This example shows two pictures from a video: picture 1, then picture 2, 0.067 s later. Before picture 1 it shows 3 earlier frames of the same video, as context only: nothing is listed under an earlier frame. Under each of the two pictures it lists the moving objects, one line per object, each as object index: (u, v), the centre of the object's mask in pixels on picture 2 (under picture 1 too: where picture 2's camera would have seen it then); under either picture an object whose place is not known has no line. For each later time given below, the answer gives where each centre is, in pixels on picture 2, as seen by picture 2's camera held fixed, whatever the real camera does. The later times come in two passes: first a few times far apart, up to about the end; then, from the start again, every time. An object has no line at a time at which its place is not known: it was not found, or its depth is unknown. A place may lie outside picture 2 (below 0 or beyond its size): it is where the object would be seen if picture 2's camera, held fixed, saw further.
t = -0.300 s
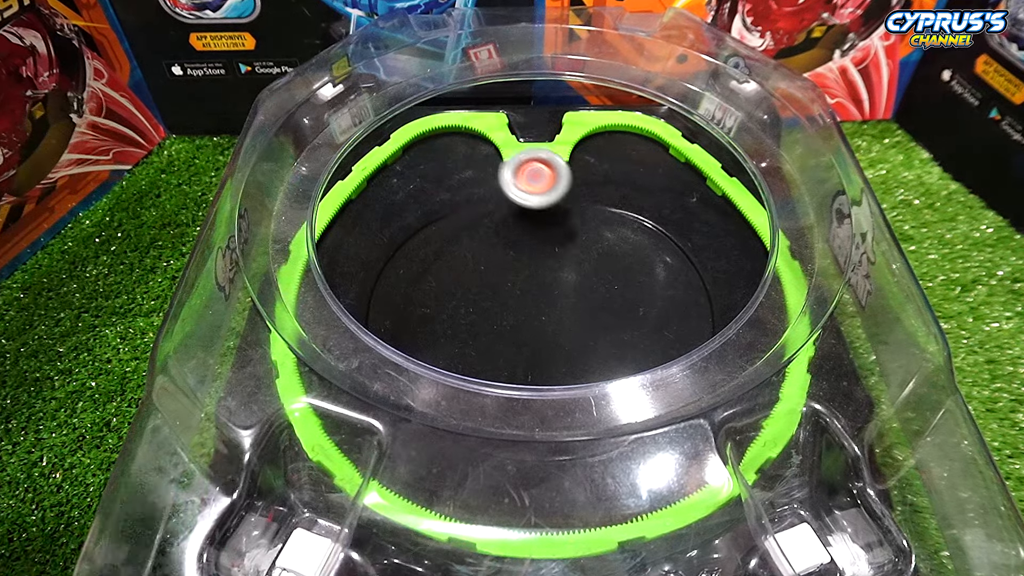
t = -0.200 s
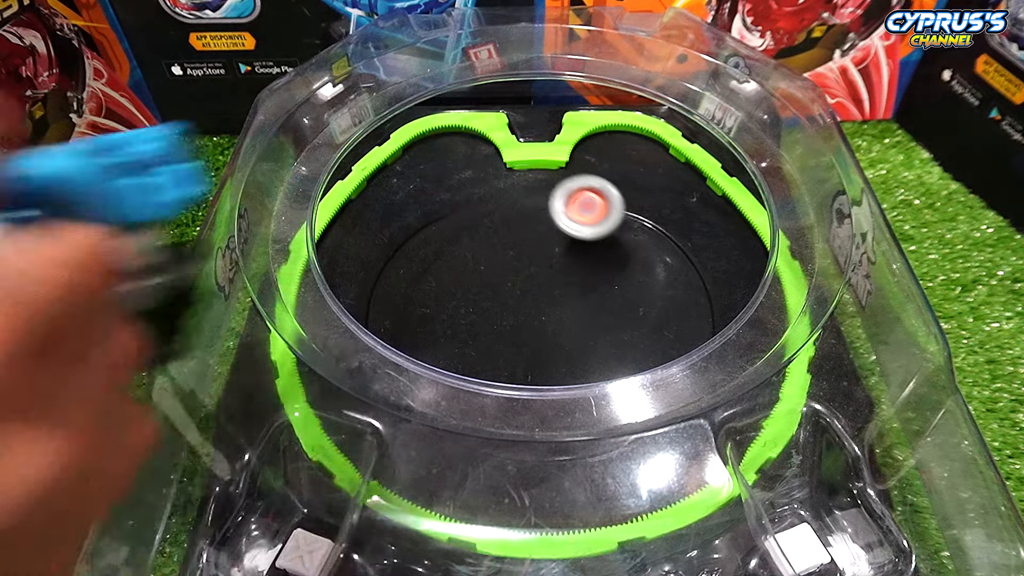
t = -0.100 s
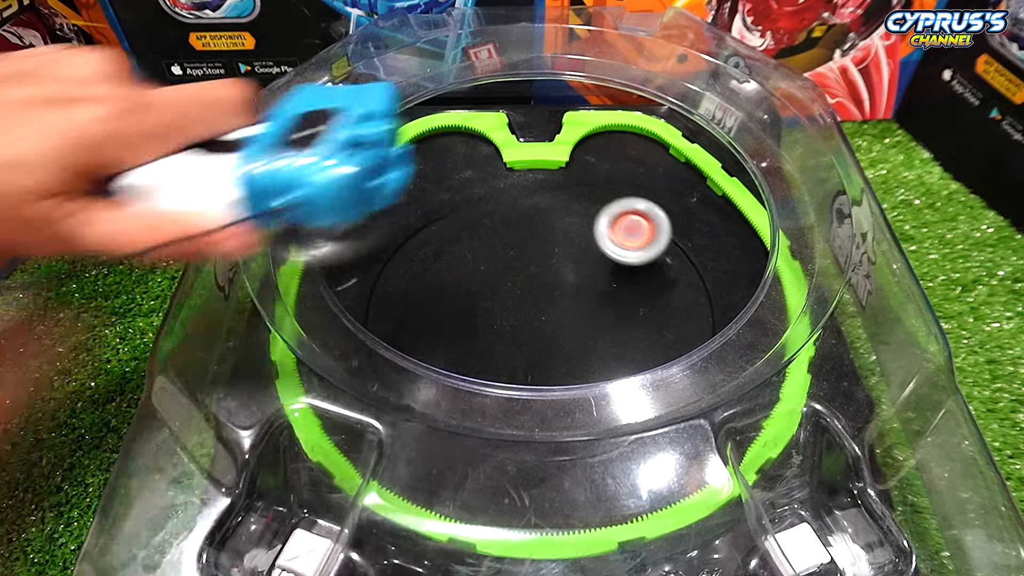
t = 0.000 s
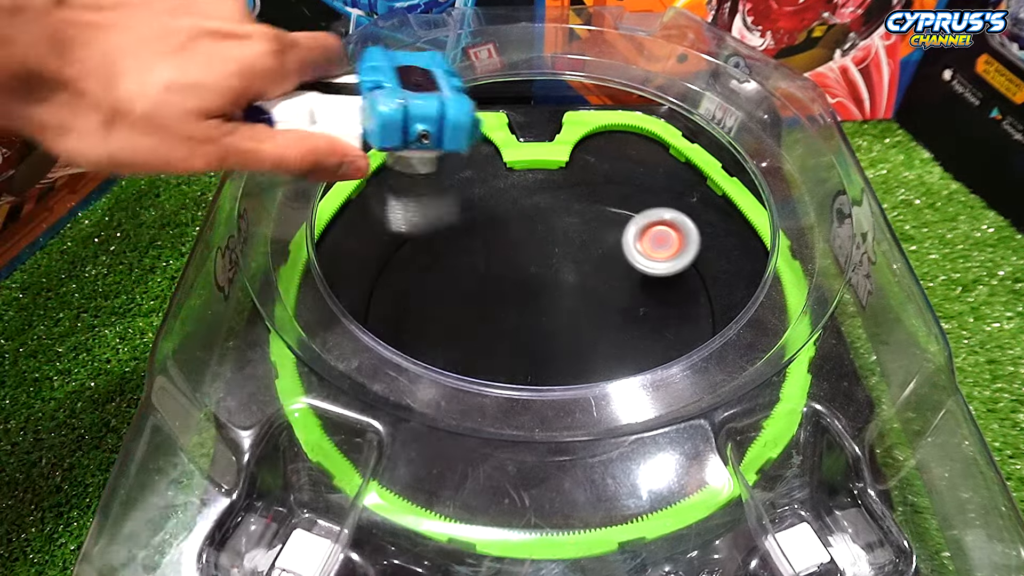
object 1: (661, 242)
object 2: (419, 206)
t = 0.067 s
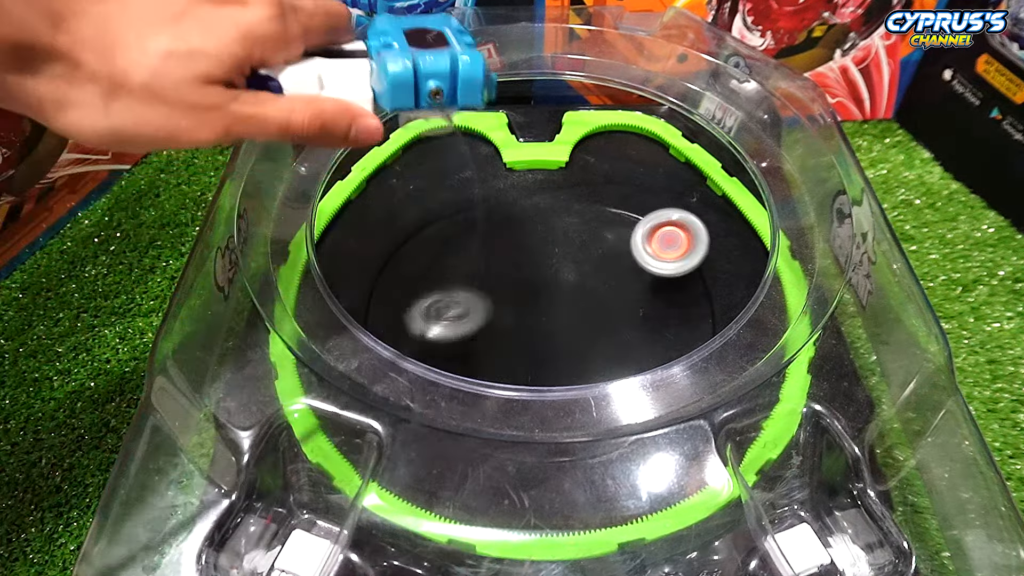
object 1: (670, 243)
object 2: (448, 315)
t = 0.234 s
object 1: (669, 241)
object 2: (621, 294)
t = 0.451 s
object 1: (737, 178)
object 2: (630, 368)
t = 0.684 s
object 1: (638, 270)
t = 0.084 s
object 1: (671, 242)
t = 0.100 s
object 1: (672, 241)
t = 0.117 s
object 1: (673, 241)
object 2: (498, 296)
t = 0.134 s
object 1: (673, 241)
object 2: (514, 295)
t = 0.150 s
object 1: (674, 241)
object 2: (532, 297)
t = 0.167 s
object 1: (674, 241)
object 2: (548, 302)
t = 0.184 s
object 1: (673, 241)
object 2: (566, 302)
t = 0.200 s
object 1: (672, 241)
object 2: (584, 299)
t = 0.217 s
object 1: (670, 241)
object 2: (603, 296)
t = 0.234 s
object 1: (669, 241)
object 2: (621, 294)
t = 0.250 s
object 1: (679, 221)
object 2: (628, 299)
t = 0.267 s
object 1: (690, 201)
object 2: (632, 305)
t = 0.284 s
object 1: (705, 179)
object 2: (634, 315)
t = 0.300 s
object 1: (719, 162)
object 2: (636, 328)
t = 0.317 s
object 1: (732, 148)
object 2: (638, 341)
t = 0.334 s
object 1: (743, 139)
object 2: (640, 348)
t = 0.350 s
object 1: (749, 132)
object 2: (641, 353)
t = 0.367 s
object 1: (757, 131)
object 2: (642, 357)
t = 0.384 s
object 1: (754, 137)
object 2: (644, 360)
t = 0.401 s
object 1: (751, 148)
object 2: (645, 363)
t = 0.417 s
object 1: (746, 160)
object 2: (641, 365)
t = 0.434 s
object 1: (742, 169)
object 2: (636, 366)
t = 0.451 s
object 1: (737, 178)
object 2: (630, 368)
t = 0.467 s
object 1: (729, 190)
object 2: (626, 369)
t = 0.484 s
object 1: (724, 202)
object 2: (622, 369)
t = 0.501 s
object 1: (718, 212)
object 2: (619, 369)
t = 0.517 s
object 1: (712, 218)
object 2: (617, 369)
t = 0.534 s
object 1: (706, 226)
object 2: (615, 369)
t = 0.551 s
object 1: (700, 236)
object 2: (614, 368)
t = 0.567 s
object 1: (694, 243)
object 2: (614, 368)
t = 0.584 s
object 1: (687, 253)
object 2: (616, 366)
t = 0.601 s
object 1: (680, 265)
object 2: (618, 365)
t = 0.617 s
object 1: (672, 274)
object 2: (620, 364)
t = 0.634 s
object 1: (664, 282)
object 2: (624, 362)
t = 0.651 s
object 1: (656, 291)
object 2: (629, 360)
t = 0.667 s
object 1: (647, 297)
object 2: (633, 359)
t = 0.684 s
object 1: (638, 270)
